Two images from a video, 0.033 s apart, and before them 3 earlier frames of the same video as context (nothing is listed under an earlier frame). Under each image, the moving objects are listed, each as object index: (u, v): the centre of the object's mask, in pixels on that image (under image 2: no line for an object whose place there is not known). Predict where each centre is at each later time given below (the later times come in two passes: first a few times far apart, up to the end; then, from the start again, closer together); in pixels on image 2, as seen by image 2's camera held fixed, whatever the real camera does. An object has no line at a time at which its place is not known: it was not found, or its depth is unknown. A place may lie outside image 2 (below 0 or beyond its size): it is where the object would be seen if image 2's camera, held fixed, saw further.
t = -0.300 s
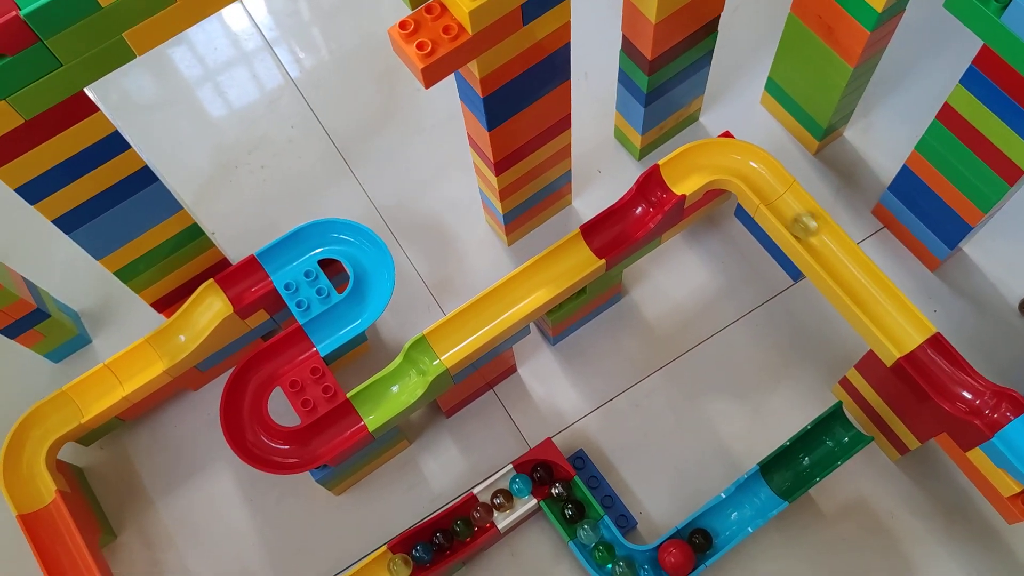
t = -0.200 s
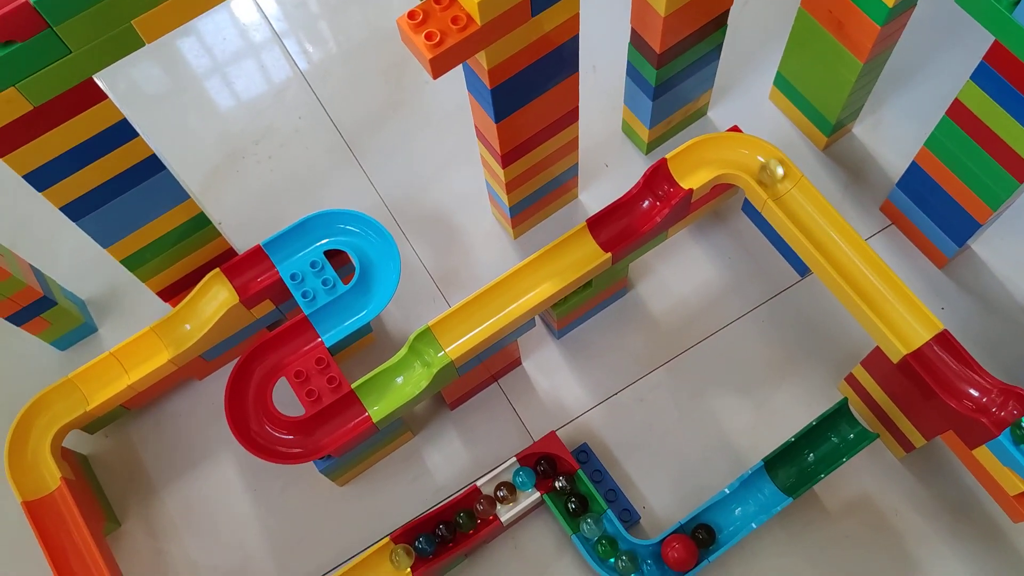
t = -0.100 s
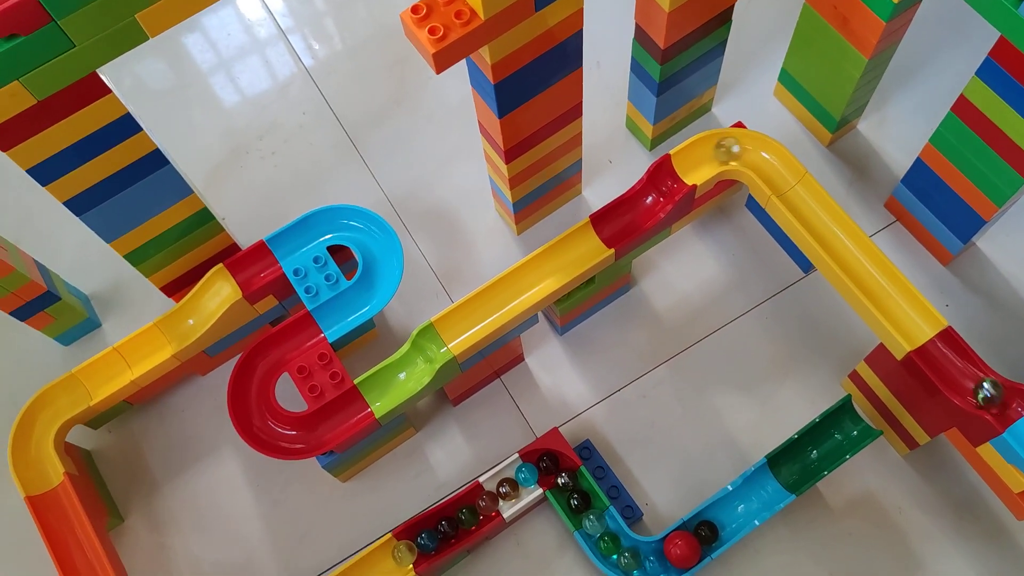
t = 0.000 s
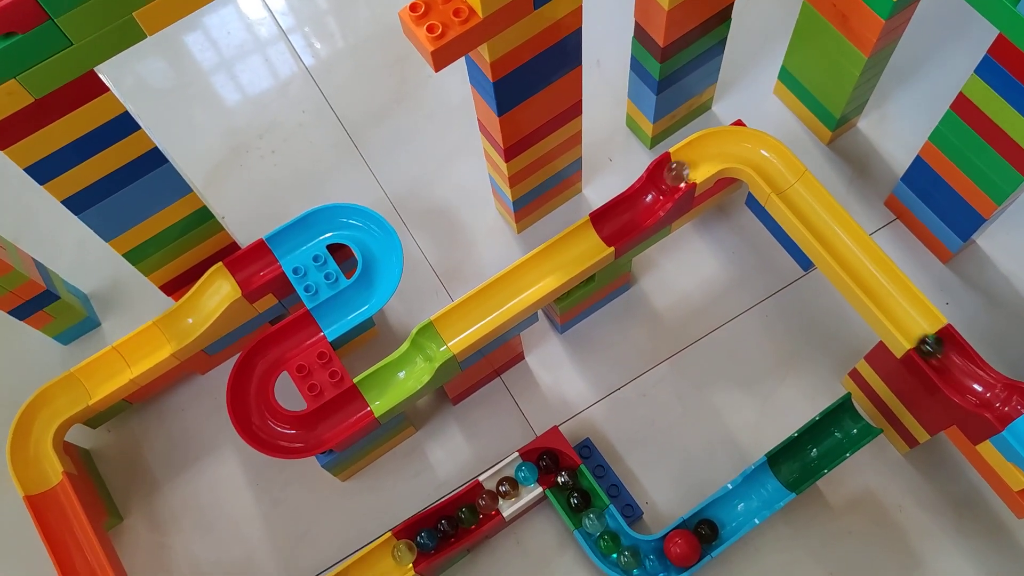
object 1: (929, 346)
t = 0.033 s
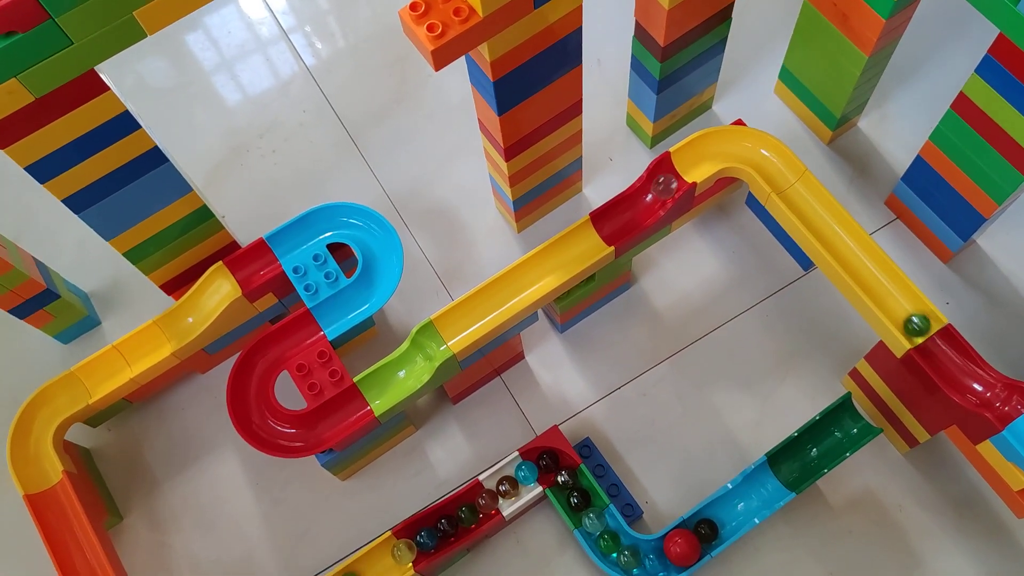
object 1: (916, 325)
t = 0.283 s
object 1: (797, 196)
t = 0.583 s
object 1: (667, 182)
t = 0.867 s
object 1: (493, 305)
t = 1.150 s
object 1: (279, 439)
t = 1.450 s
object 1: (317, 328)
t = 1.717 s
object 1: (384, 248)
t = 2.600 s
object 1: (42, 410)
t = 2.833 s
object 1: (67, 523)
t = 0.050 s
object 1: (909, 315)
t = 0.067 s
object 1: (901, 305)
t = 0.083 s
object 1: (893, 297)
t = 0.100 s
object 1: (883, 289)
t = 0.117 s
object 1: (873, 281)
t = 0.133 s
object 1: (864, 272)
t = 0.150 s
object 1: (856, 263)
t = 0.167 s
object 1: (849, 254)
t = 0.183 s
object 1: (841, 246)
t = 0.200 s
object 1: (835, 236)
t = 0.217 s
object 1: (828, 227)
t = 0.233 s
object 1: (822, 218)
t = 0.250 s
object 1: (814, 211)
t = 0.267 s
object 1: (806, 203)
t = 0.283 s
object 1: (797, 196)
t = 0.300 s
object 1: (788, 188)
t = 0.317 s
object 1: (781, 180)
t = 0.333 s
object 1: (774, 172)
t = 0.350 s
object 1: (767, 164)
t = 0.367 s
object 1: (762, 155)
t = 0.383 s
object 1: (756, 147)
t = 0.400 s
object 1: (749, 142)
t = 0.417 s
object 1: (741, 141)
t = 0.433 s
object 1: (733, 142)
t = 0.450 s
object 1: (724, 146)
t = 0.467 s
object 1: (716, 150)
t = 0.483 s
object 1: (708, 153)
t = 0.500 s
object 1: (700, 155)
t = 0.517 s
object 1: (691, 158)
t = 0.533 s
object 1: (685, 163)
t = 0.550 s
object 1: (678, 168)
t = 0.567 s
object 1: (673, 175)
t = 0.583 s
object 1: (667, 182)
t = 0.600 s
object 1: (661, 190)
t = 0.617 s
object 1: (652, 195)
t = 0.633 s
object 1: (644, 201)
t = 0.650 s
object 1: (634, 207)
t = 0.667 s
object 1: (624, 215)
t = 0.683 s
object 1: (613, 224)
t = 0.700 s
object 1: (602, 234)
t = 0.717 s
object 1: (592, 241)
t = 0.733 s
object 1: (582, 247)
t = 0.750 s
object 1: (571, 254)
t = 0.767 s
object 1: (559, 261)
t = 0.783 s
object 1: (547, 268)
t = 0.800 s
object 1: (536, 274)
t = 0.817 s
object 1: (525, 281)
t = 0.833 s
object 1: (514, 288)
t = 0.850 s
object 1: (503, 296)
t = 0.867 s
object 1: (493, 305)
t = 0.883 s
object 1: (482, 313)
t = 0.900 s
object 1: (471, 320)
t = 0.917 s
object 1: (460, 327)
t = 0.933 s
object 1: (448, 333)
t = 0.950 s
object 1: (435, 339)
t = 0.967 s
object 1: (425, 344)
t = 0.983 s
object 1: (418, 353)
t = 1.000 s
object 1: (405, 362)
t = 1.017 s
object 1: (395, 375)
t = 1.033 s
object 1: (383, 389)
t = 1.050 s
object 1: (370, 401)
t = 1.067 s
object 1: (356, 410)
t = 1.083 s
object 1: (342, 418)
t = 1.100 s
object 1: (326, 425)
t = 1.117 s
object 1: (310, 432)
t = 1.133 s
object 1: (292, 439)
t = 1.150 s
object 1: (279, 439)
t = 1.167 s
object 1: (267, 436)
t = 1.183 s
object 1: (257, 431)
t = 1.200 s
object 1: (250, 423)
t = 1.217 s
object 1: (247, 416)
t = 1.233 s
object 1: (247, 407)
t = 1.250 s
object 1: (250, 396)
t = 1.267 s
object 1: (252, 386)
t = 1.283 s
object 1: (253, 375)
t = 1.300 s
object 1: (255, 365)
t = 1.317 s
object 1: (258, 356)
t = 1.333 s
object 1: (264, 349)
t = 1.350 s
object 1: (272, 345)
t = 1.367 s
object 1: (282, 343)
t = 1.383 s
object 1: (293, 342)
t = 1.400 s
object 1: (300, 340)
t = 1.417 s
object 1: (306, 337)
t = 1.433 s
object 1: (312, 334)
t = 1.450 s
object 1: (317, 328)
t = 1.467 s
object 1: (321, 322)
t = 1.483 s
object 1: (327, 316)
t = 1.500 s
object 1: (334, 310)
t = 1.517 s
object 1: (342, 306)
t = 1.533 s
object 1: (350, 303)
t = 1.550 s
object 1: (359, 301)
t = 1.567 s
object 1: (367, 298)
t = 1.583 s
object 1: (372, 294)
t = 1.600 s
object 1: (376, 290)
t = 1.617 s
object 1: (379, 286)
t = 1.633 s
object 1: (381, 281)
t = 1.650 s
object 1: (382, 275)
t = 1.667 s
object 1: (382, 268)
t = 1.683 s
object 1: (383, 261)
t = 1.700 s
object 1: (384, 255)
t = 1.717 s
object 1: (384, 248)
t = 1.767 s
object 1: (377, 234)
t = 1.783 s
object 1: (372, 231)
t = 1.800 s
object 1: (367, 229)
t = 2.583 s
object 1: (53, 404)
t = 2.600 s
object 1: (42, 410)
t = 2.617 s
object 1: (33, 417)
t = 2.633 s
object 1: (28, 424)
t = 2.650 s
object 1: (26, 433)
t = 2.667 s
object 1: (28, 442)
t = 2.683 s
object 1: (32, 451)
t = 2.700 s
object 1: (34, 460)
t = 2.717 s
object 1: (36, 469)
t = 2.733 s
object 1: (39, 477)
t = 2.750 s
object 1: (43, 485)
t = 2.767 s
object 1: (49, 492)
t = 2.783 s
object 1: (54, 500)
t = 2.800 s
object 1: (59, 507)
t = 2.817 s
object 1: (63, 514)
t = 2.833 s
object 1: (67, 523)
